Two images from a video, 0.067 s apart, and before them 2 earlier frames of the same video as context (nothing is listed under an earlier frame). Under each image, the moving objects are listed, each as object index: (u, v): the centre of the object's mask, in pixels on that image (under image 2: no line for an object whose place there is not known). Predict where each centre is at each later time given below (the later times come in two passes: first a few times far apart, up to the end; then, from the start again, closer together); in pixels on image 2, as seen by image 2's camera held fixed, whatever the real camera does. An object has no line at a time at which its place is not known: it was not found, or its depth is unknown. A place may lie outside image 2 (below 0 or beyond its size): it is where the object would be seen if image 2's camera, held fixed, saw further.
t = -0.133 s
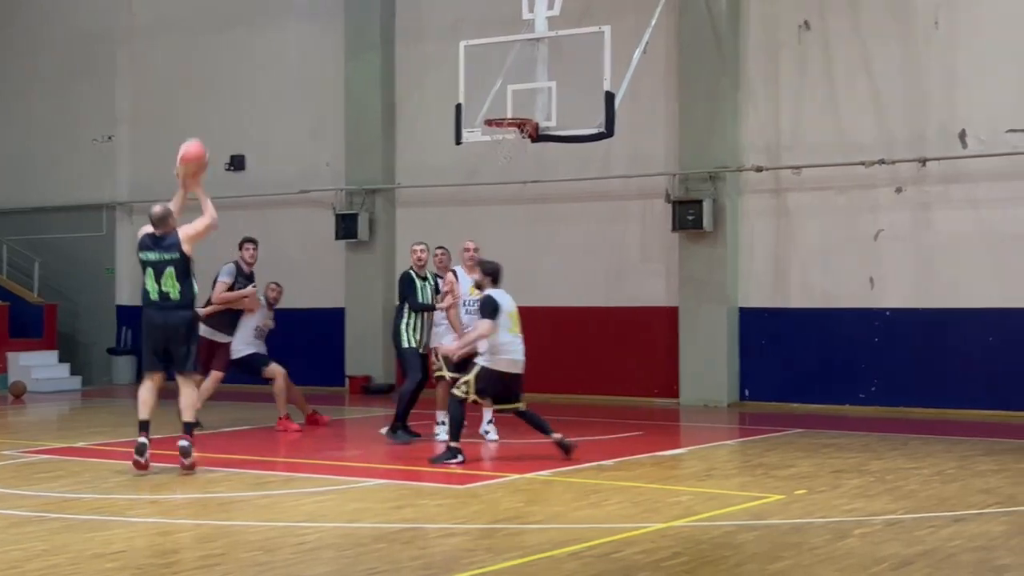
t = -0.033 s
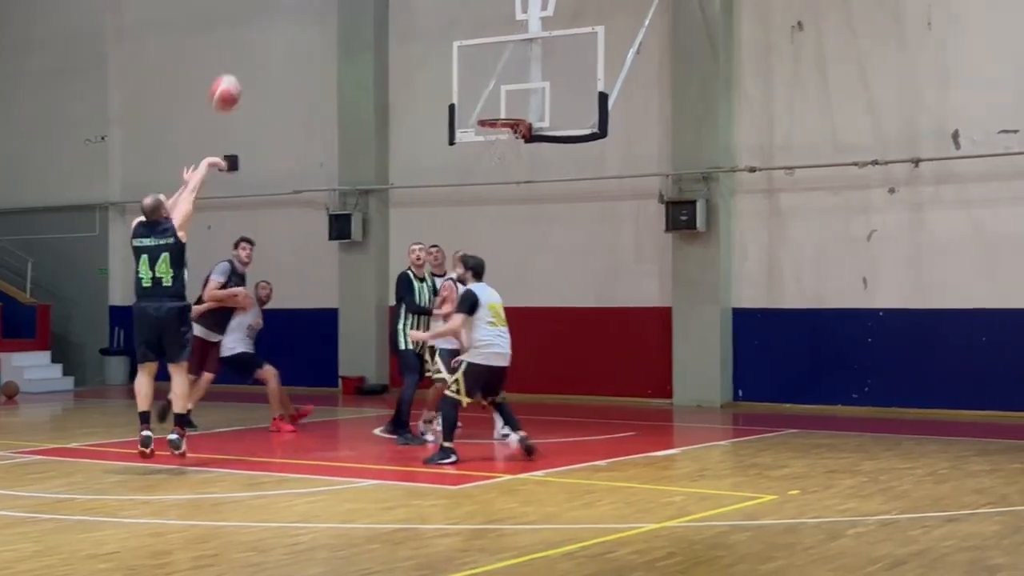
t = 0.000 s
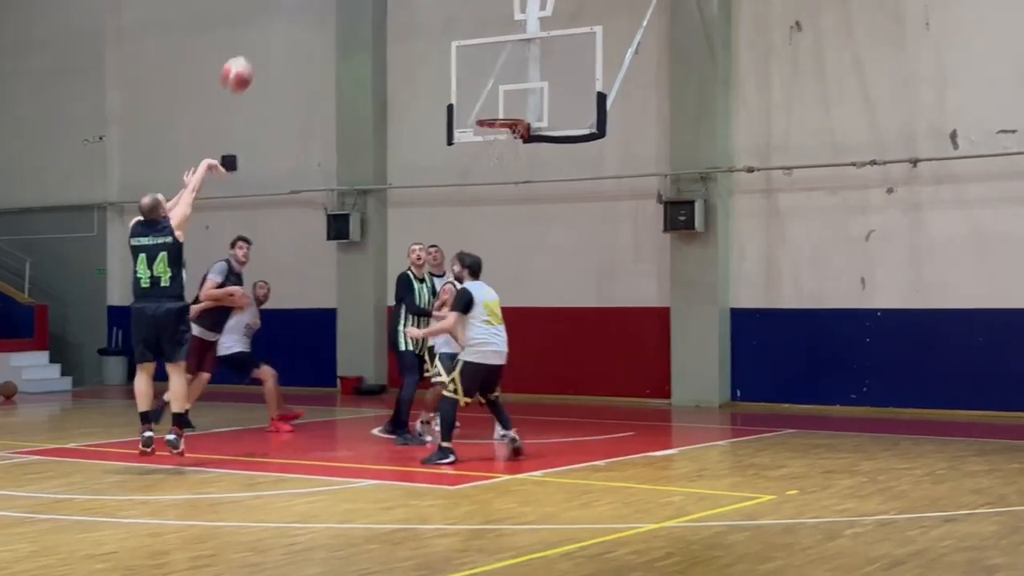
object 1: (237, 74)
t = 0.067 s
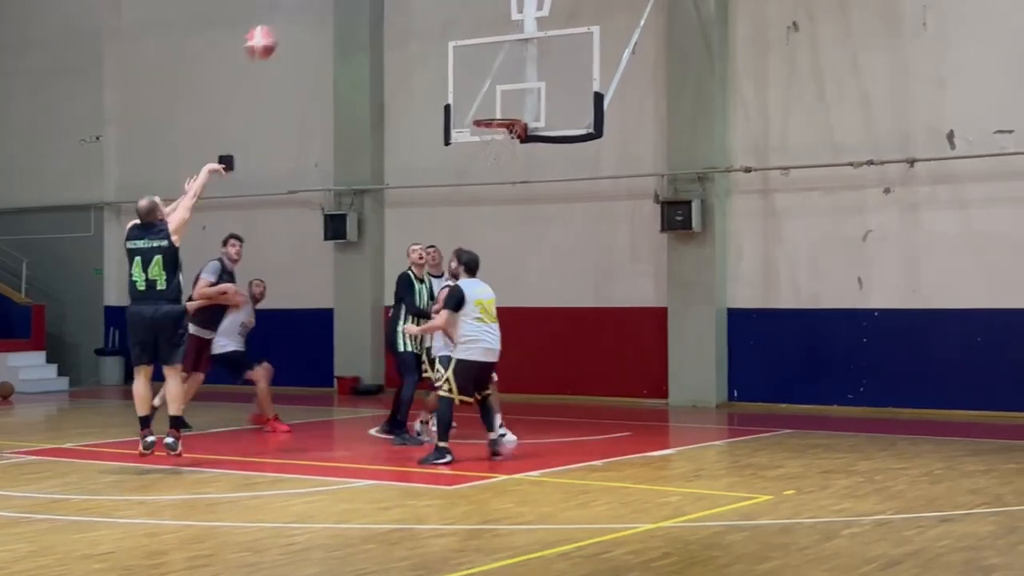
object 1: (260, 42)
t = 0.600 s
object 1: (439, 2)
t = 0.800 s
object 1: (494, 50)
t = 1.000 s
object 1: (540, 116)
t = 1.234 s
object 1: (557, 140)
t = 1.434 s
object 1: (571, 204)
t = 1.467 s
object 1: (574, 219)
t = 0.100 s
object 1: (274, 29)
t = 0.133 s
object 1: (286, 16)
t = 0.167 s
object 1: (298, 10)
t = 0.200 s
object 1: (310, 6)
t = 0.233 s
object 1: (323, 2)
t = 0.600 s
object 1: (439, 2)
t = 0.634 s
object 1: (450, 6)
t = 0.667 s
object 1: (460, 10)
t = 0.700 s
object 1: (469, 17)
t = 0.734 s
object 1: (478, 27)
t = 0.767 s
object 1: (486, 38)
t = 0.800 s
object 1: (494, 50)
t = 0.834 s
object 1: (503, 63)
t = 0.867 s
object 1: (511, 76)
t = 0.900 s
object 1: (520, 90)
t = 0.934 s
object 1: (529, 105)
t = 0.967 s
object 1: (532, 117)
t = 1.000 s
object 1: (540, 116)
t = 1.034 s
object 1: (543, 117)
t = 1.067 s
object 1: (545, 118)
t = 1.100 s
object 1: (547, 120)
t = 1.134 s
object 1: (550, 123)
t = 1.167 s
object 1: (552, 128)
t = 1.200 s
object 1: (555, 133)
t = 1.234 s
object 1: (557, 140)
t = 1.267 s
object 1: (559, 148)
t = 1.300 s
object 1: (562, 157)
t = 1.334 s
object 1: (564, 166)
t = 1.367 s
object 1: (566, 177)
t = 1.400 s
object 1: (569, 191)
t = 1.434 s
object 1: (571, 204)
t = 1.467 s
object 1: (574, 219)
